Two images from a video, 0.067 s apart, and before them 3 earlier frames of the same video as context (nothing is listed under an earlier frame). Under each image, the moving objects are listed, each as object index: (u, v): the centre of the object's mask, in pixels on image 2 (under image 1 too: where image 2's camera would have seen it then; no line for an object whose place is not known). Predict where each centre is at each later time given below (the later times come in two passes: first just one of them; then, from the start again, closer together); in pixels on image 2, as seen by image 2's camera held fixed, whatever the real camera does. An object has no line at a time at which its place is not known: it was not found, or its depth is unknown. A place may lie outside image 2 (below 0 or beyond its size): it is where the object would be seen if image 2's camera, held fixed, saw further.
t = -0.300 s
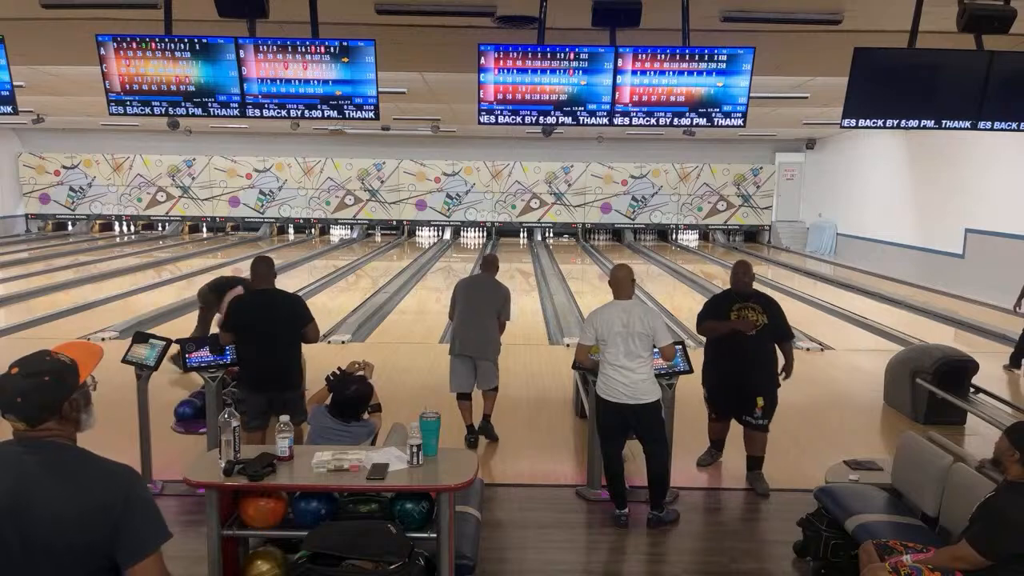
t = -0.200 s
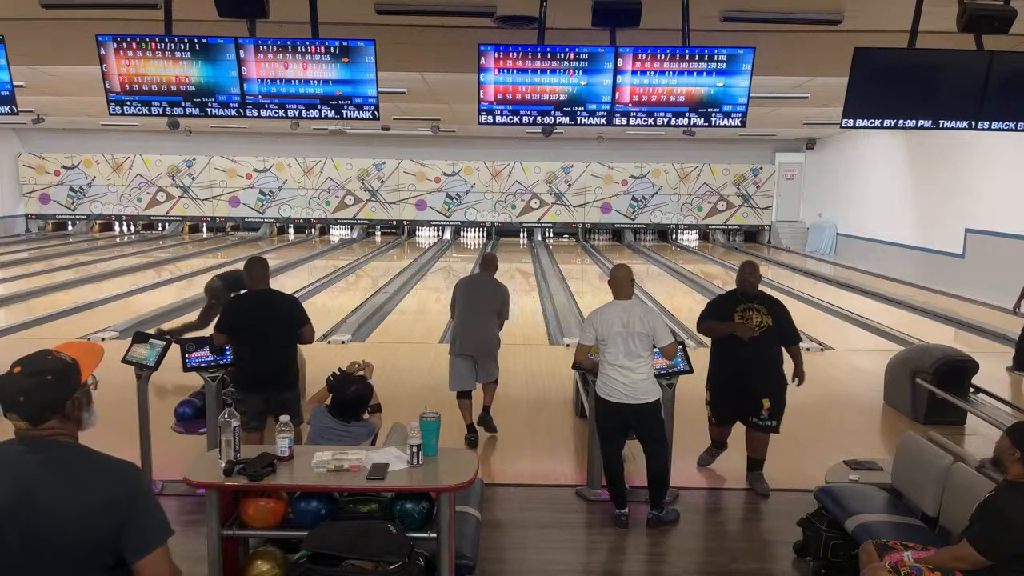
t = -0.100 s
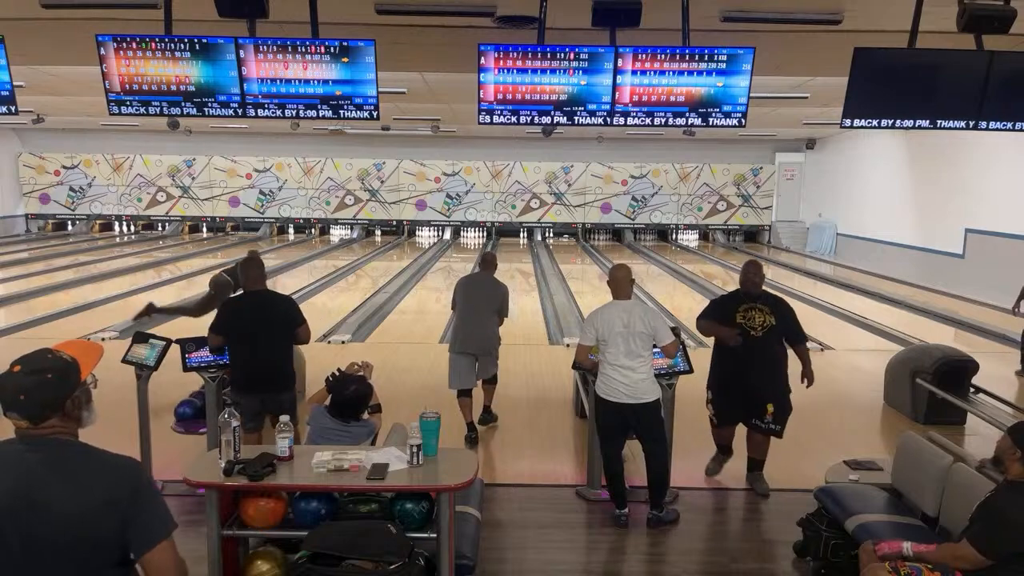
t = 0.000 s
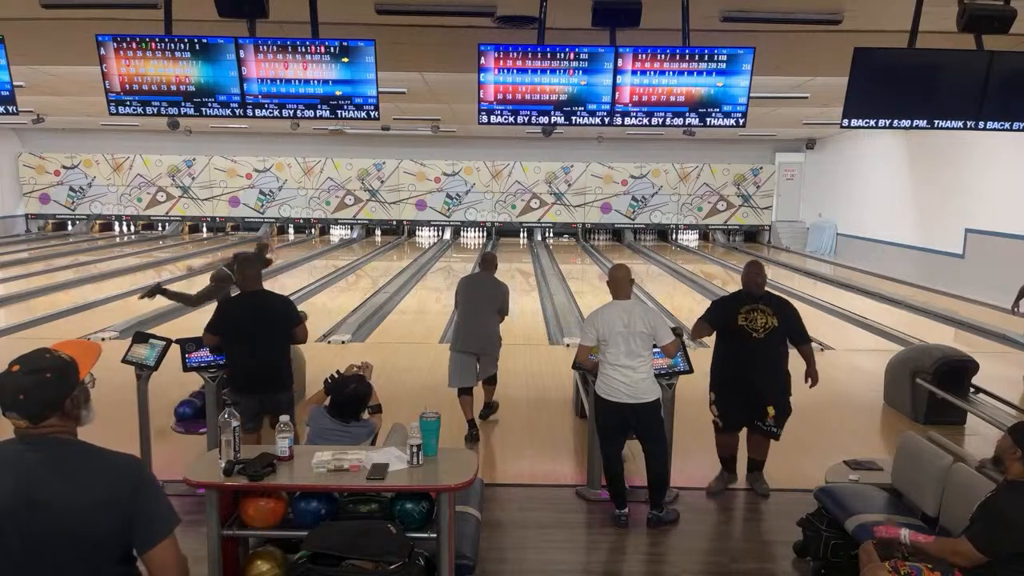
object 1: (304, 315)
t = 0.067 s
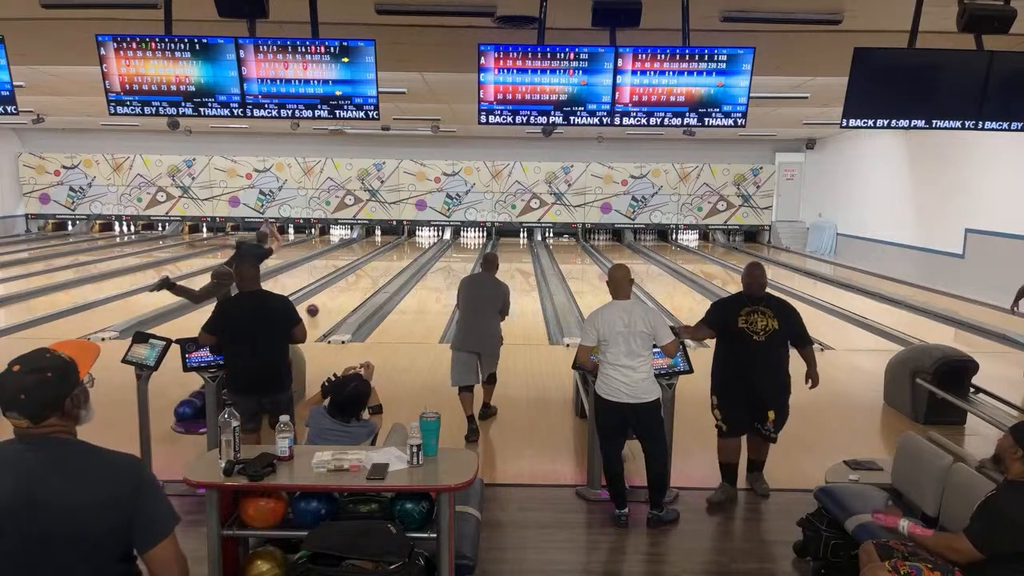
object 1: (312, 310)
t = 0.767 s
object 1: (387, 268)
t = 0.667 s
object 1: (380, 272)
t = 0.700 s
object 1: (382, 270)
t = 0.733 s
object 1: (385, 269)
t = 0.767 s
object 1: (387, 268)
